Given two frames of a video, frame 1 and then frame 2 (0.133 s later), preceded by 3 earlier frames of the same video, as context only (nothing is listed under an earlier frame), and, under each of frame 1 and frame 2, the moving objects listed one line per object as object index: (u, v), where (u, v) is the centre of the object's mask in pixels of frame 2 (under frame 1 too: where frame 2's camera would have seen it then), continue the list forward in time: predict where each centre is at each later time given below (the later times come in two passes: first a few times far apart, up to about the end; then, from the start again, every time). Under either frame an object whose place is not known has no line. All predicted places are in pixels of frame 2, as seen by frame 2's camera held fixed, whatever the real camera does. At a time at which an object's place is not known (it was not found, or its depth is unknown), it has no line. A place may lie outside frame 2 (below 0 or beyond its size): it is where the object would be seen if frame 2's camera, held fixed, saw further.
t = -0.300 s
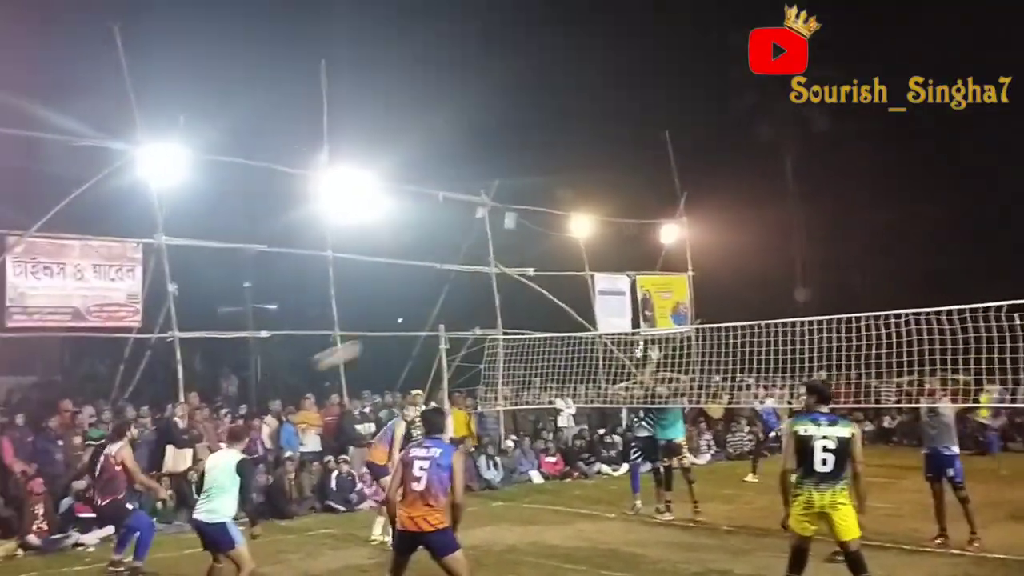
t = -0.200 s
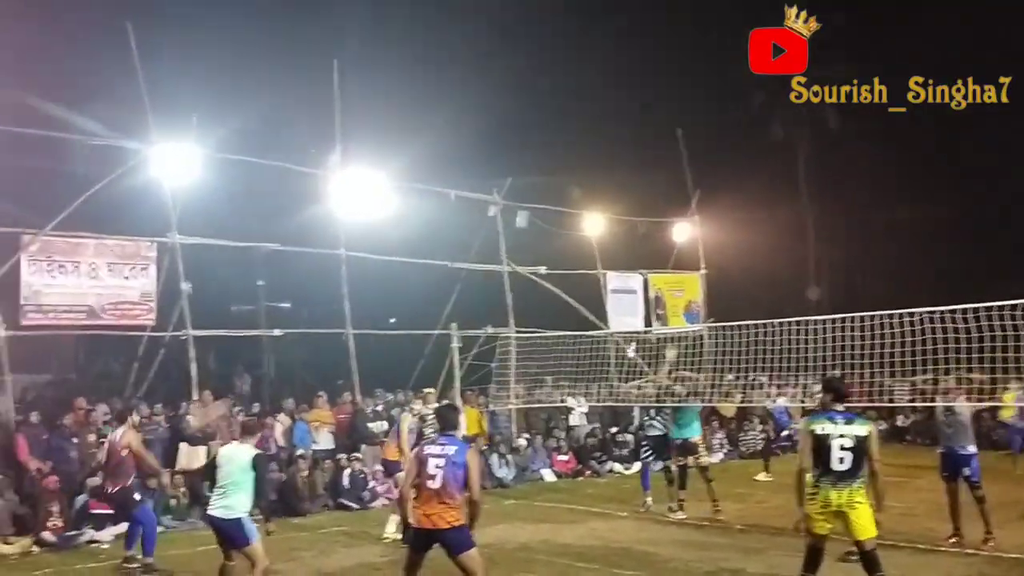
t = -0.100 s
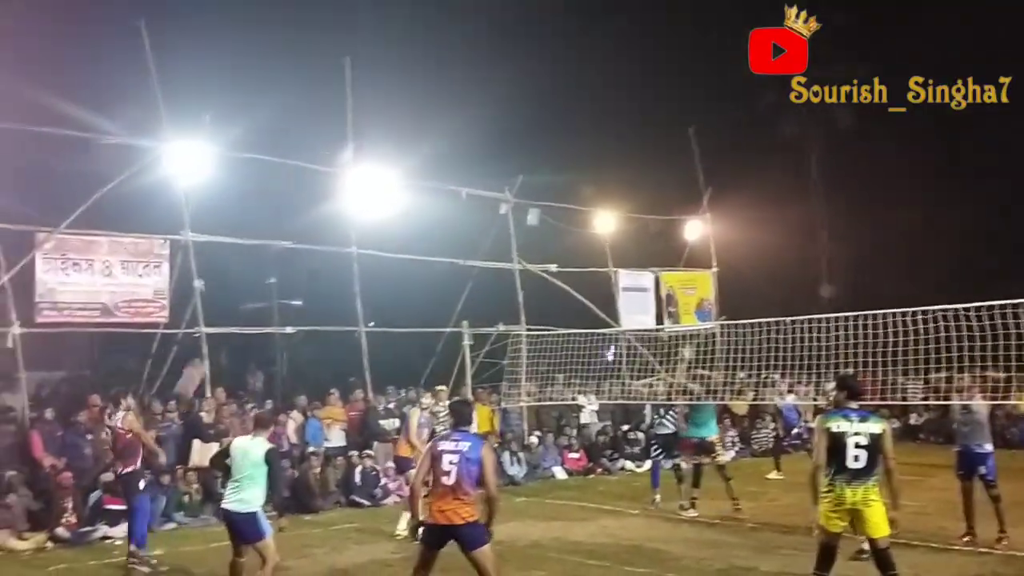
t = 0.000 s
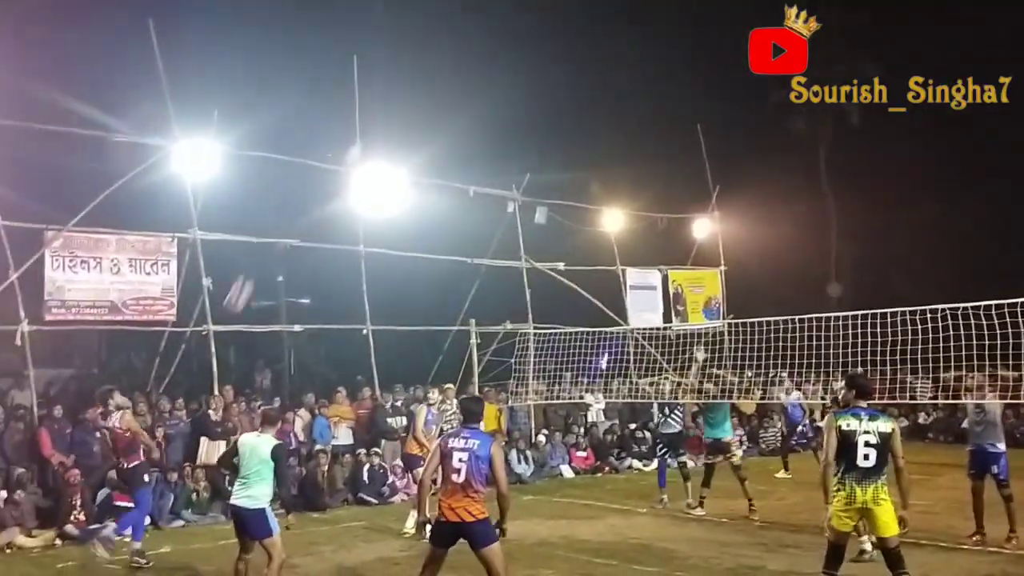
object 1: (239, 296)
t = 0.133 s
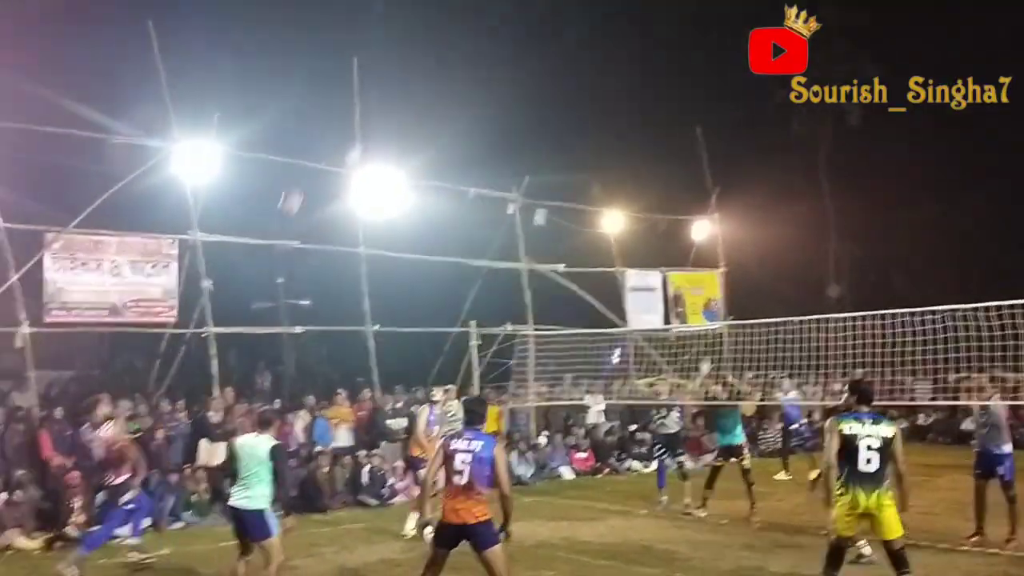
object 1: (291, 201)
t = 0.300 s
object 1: (352, 112)
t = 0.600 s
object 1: (450, 18)
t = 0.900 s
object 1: (545, 1)
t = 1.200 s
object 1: (635, 57)
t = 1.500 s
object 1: (721, 179)
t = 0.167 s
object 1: (303, 182)
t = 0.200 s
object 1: (315, 164)
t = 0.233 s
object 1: (327, 147)
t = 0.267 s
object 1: (339, 129)
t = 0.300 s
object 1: (352, 112)
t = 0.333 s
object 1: (363, 98)
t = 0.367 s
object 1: (374, 84)
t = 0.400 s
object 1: (384, 74)
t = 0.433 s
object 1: (395, 61)
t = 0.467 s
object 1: (406, 51)
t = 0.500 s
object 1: (418, 41)
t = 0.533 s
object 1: (428, 32)
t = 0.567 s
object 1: (439, 24)
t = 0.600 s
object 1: (450, 18)
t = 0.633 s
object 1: (460, 12)
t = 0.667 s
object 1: (471, 7)
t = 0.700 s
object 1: (481, 3)
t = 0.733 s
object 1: (492, 1)
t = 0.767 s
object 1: (503, -1)
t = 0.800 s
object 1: (513, -2)
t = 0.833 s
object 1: (524, -1)
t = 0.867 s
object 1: (534, -1)
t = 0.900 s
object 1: (545, 1)
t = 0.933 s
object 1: (555, 3)
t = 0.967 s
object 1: (565, 7)
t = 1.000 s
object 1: (575, 12)
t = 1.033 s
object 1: (586, 17)
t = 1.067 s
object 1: (596, 23)
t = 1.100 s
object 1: (606, 31)
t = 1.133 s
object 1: (615, 39)
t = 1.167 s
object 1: (625, 48)
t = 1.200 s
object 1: (635, 57)
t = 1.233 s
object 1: (644, 68)
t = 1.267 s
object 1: (654, 79)
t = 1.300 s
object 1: (664, 91)
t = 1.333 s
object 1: (674, 104)
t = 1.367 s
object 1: (684, 117)
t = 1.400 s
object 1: (693, 131)
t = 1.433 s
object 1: (702, 146)
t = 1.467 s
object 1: (712, 162)
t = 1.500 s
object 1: (721, 179)
